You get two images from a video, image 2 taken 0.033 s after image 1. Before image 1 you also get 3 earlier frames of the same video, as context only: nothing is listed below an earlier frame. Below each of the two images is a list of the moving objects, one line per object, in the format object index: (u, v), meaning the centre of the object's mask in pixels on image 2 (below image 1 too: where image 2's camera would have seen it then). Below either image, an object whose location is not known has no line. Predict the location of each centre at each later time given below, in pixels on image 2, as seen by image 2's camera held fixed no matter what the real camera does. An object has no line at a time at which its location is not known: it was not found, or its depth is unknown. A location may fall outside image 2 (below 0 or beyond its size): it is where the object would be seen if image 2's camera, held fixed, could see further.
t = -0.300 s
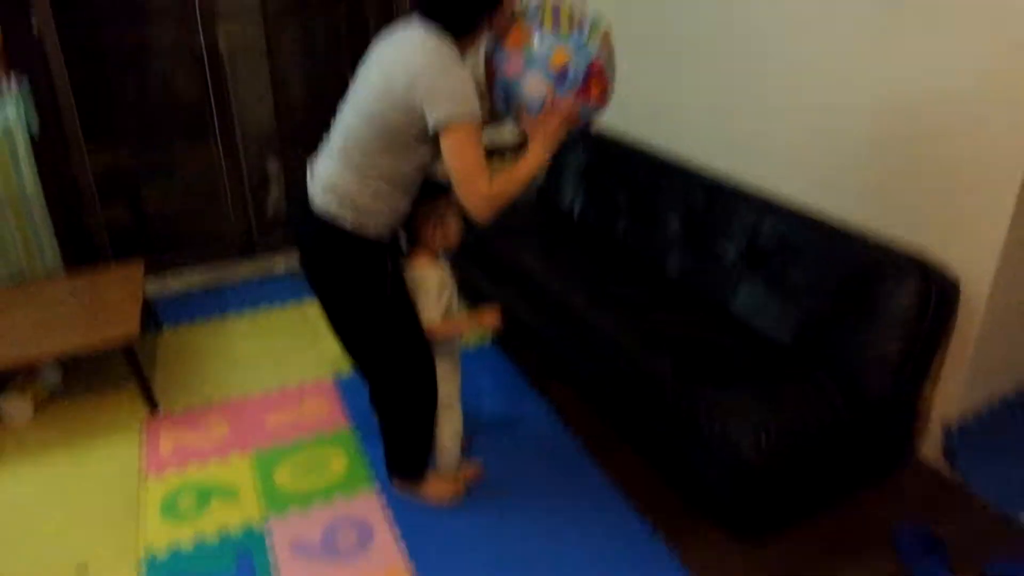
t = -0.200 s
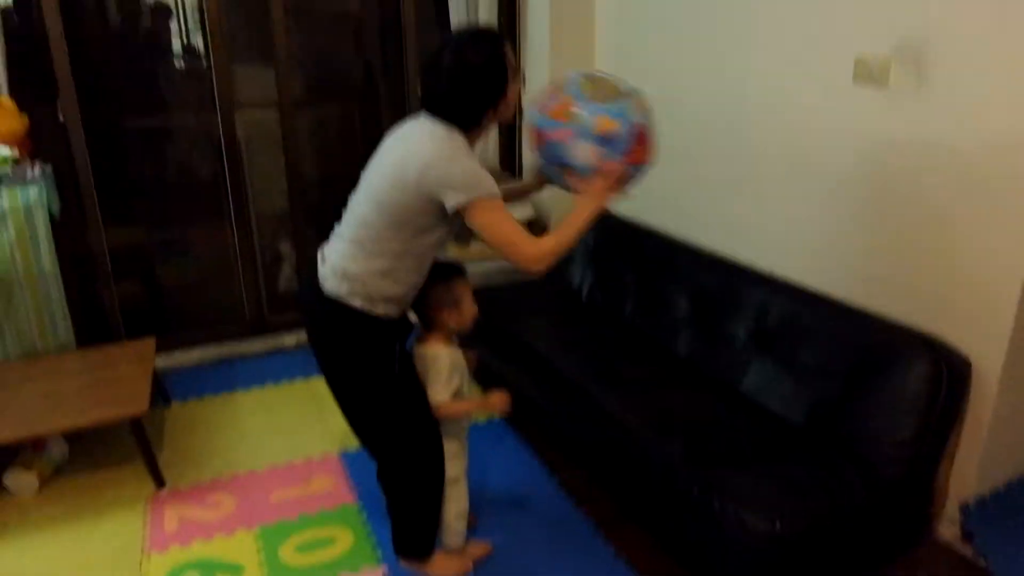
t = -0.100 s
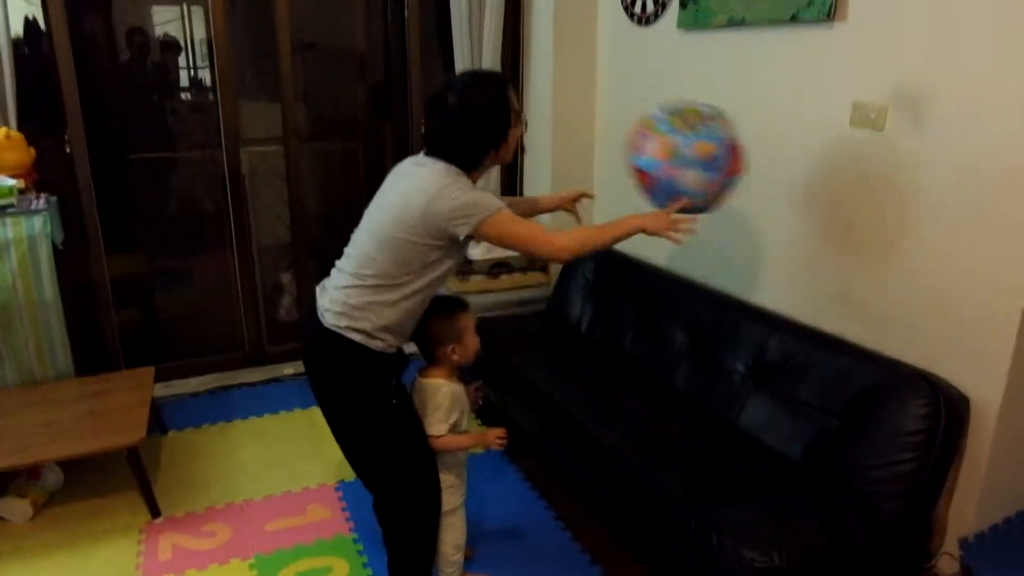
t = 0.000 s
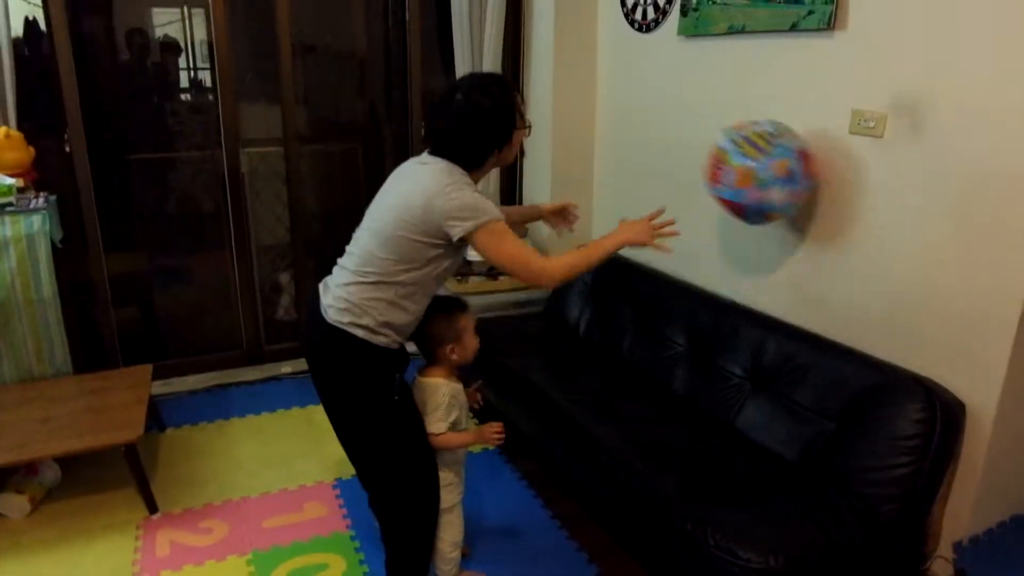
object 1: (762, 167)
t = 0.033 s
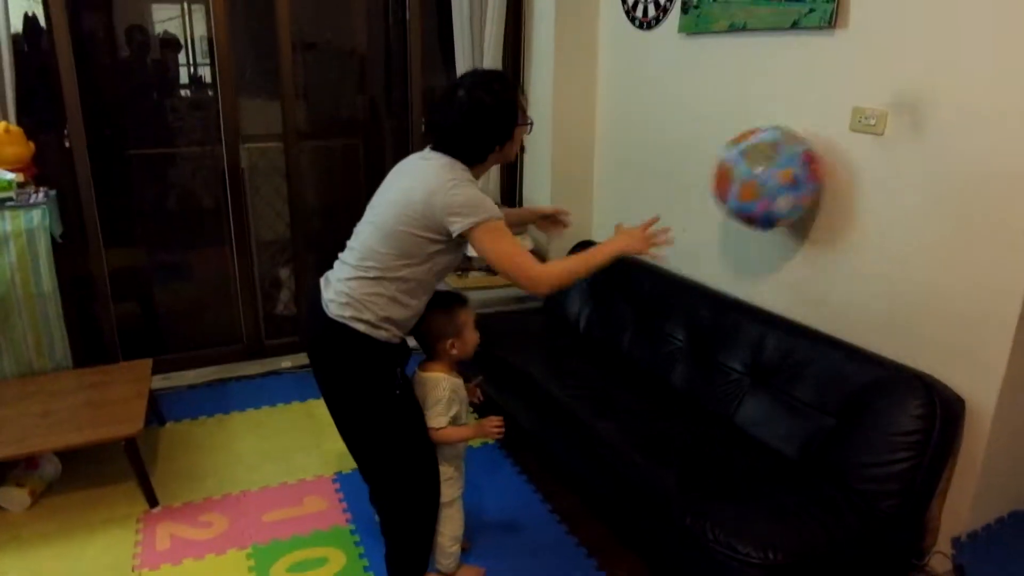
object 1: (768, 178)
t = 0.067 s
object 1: (750, 190)
